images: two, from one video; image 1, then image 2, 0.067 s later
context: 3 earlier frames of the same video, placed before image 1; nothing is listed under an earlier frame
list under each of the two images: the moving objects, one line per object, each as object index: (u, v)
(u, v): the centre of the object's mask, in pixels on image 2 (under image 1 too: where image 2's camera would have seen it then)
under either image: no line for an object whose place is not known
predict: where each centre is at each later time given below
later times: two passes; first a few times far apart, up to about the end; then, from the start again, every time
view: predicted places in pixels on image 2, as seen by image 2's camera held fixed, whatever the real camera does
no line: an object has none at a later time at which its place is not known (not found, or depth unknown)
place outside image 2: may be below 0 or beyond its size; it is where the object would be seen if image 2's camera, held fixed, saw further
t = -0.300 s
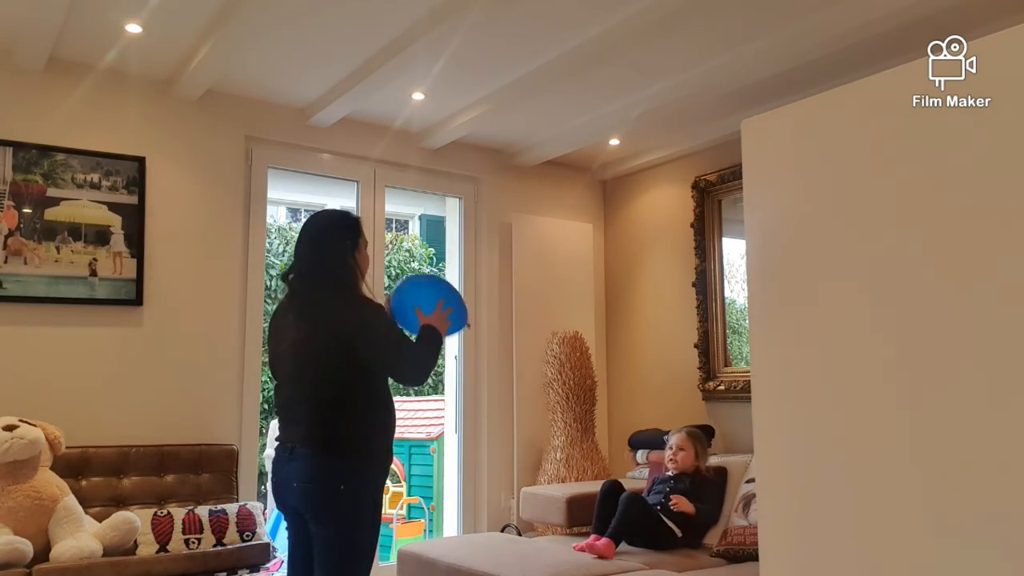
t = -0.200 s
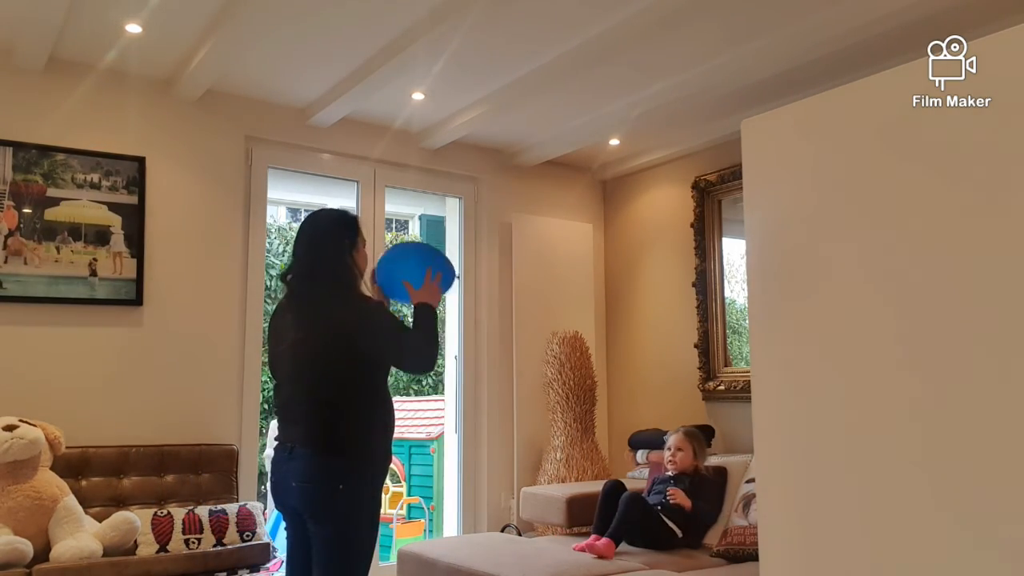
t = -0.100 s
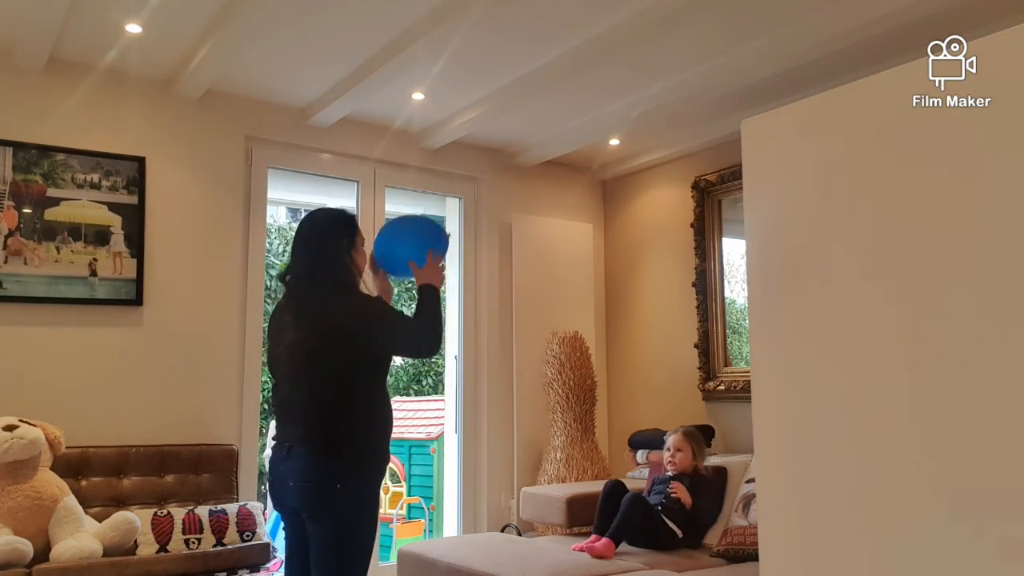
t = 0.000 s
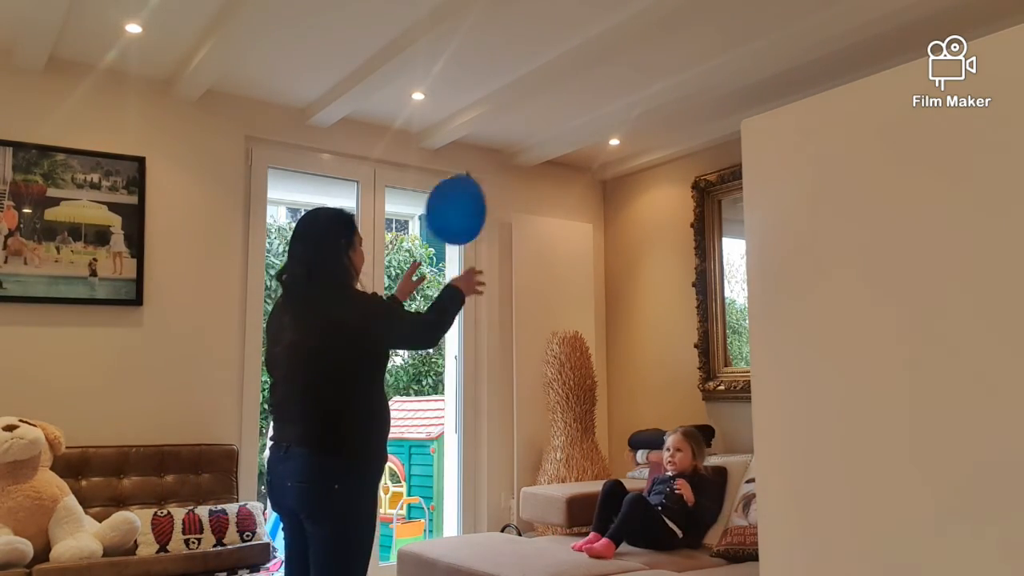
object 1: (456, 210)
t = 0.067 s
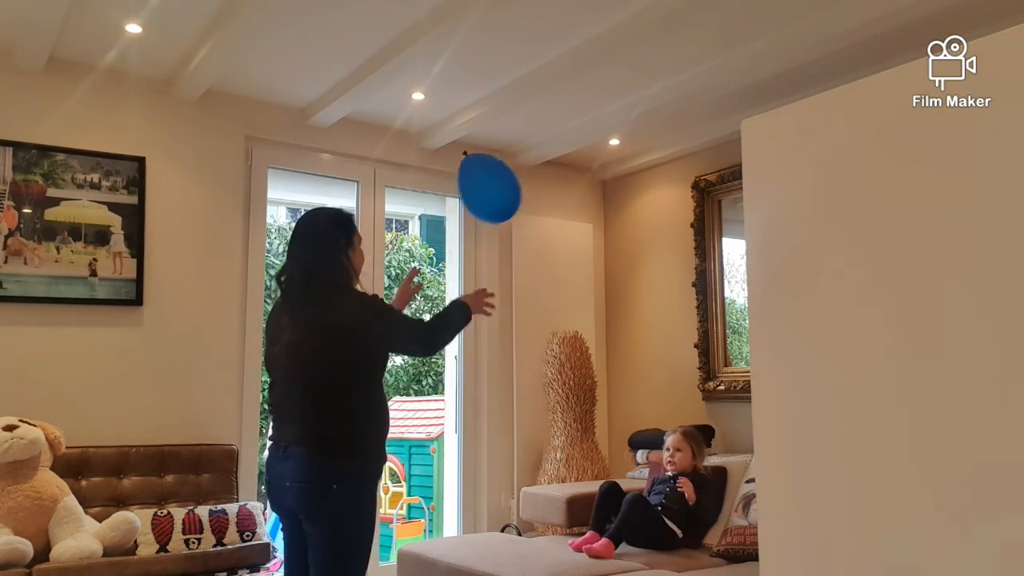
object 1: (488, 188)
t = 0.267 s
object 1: (565, 152)
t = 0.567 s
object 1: (649, 162)
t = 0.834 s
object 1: (710, 206)
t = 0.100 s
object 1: (503, 180)
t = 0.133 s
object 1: (517, 172)
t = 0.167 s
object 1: (530, 166)
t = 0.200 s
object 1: (543, 160)
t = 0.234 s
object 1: (554, 155)
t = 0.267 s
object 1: (565, 152)
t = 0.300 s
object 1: (574, 150)
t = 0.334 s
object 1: (583, 150)
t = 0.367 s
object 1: (594, 151)
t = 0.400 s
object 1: (604, 152)
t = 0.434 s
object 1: (614, 154)
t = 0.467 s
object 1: (623, 155)
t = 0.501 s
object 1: (632, 157)
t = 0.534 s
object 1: (641, 159)
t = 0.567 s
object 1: (649, 162)
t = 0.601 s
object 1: (657, 165)
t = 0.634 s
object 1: (665, 169)
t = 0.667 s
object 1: (672, 174)
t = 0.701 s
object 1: (680, 179)
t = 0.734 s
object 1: (687, 185)
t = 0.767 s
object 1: (695, 192)
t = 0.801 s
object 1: (702, 199)
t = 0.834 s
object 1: (710, 206)
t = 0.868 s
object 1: (715, 213)
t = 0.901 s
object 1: (719, 221)
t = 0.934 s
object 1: (723, 229)
